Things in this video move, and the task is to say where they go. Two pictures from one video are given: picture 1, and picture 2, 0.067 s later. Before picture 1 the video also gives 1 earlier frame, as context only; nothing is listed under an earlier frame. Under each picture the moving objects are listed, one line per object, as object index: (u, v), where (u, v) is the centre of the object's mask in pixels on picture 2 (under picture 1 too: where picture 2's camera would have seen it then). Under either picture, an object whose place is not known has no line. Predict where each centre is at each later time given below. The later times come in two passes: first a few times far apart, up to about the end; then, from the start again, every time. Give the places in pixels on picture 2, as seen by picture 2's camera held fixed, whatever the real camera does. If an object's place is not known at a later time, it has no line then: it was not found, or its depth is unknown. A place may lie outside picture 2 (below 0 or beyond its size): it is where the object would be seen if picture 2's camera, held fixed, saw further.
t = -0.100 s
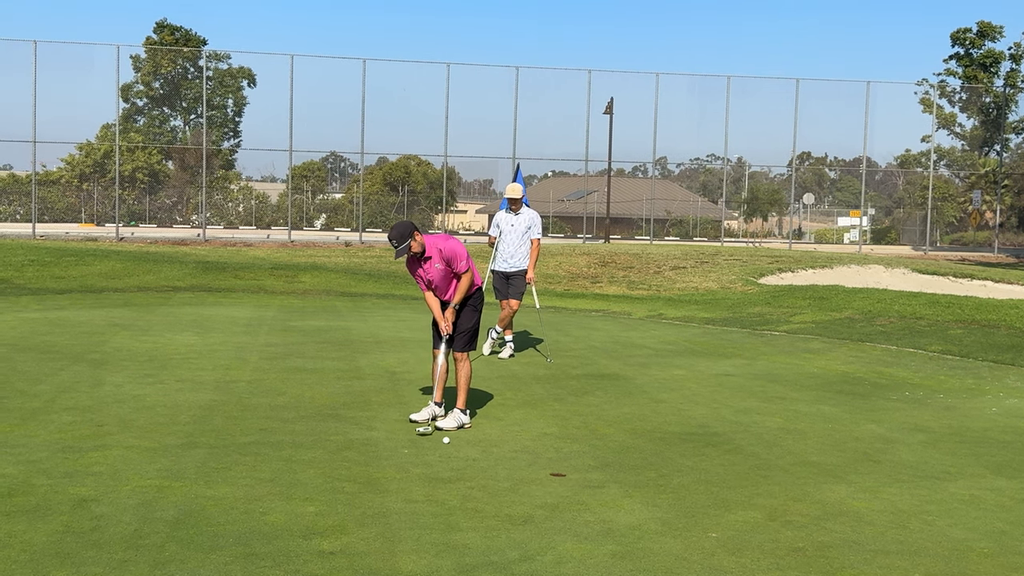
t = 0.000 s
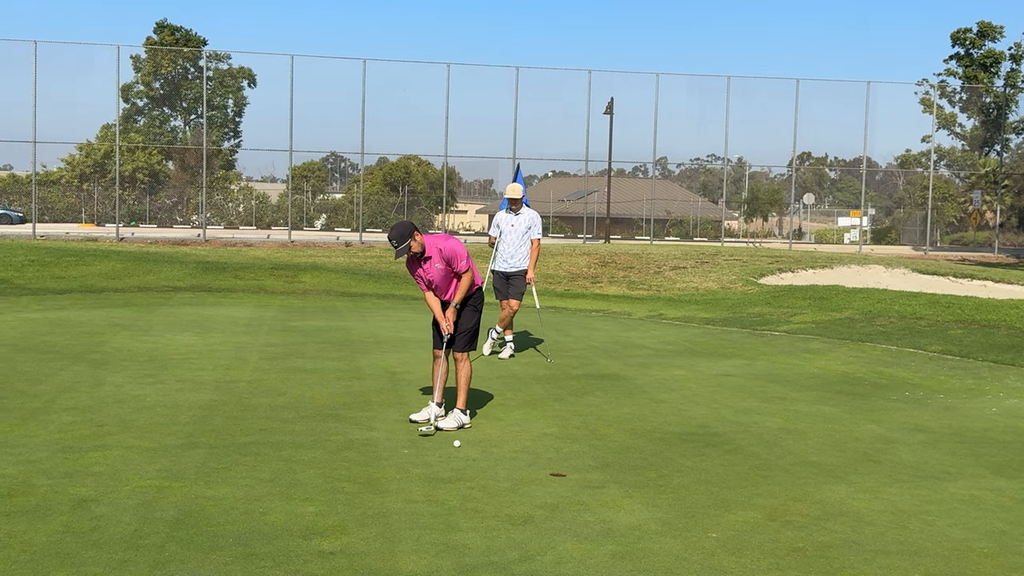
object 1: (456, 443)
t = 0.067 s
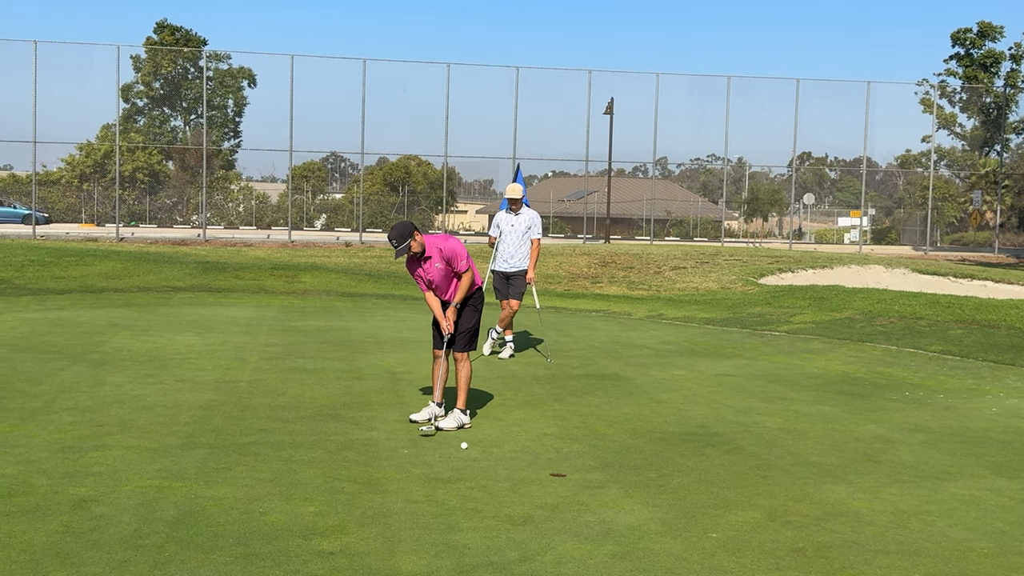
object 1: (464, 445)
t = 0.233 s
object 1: (482, 451)
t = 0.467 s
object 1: (506, 458)
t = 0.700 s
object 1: (530, 465)
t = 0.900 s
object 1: (548, 471)
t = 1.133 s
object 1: (571, 477)
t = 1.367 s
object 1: (594, 482)
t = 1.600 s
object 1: (614, 486)
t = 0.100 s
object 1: (467, 446)
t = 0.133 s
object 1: (471, 448)
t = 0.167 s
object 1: (474, 449)
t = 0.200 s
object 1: (478, 450)
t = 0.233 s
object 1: (482, 451)
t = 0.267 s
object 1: (486, 452)
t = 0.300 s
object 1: (489, 453)
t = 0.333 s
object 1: (492, 454)
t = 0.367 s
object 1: (496, 455)
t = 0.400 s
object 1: (500, 456)
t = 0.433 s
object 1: (503, 457)
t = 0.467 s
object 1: (506, 458)
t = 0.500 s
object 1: (510, 459)
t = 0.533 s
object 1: (513, 460)
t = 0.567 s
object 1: (516, 461)
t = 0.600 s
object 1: (520, 462)
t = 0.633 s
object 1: (523, 463)
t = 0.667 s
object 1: (526, 464)
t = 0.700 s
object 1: (530, 465)
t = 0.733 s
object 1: (533, 466)
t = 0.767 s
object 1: (536, 467)
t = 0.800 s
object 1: (539, 468)
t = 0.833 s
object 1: (542, 469)
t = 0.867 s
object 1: (545, 470)
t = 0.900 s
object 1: (548, 471)
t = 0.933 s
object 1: (551, 472)
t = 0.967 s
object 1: (555, 473)
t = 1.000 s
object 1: (558, 473)
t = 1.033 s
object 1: (561, 474)
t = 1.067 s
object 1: (565, 475)
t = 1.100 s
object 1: (568, 476)
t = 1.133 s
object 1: (571, 477)
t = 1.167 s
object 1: (574, 477)
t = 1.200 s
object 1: (578, 478)
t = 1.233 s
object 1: (581, 479)
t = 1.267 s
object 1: (584, 480)
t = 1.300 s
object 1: (587, 481)
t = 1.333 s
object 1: (591, 481)
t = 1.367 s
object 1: (594, 482)
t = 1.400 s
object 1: (597, 482)
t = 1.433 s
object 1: (600, 483)
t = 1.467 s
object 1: (603, 484)
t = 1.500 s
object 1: (606, 485)
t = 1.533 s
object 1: (608, 485)
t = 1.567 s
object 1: (611, 486)
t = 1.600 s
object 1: (614, 486)
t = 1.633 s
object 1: (617, 487)
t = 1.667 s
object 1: (620, 487)
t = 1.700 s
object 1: (622, 488)
